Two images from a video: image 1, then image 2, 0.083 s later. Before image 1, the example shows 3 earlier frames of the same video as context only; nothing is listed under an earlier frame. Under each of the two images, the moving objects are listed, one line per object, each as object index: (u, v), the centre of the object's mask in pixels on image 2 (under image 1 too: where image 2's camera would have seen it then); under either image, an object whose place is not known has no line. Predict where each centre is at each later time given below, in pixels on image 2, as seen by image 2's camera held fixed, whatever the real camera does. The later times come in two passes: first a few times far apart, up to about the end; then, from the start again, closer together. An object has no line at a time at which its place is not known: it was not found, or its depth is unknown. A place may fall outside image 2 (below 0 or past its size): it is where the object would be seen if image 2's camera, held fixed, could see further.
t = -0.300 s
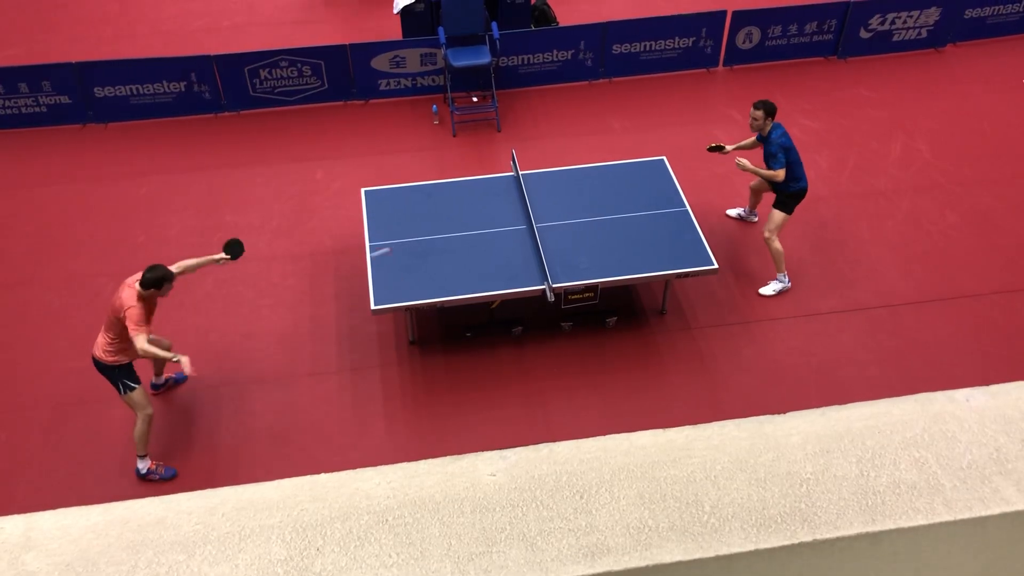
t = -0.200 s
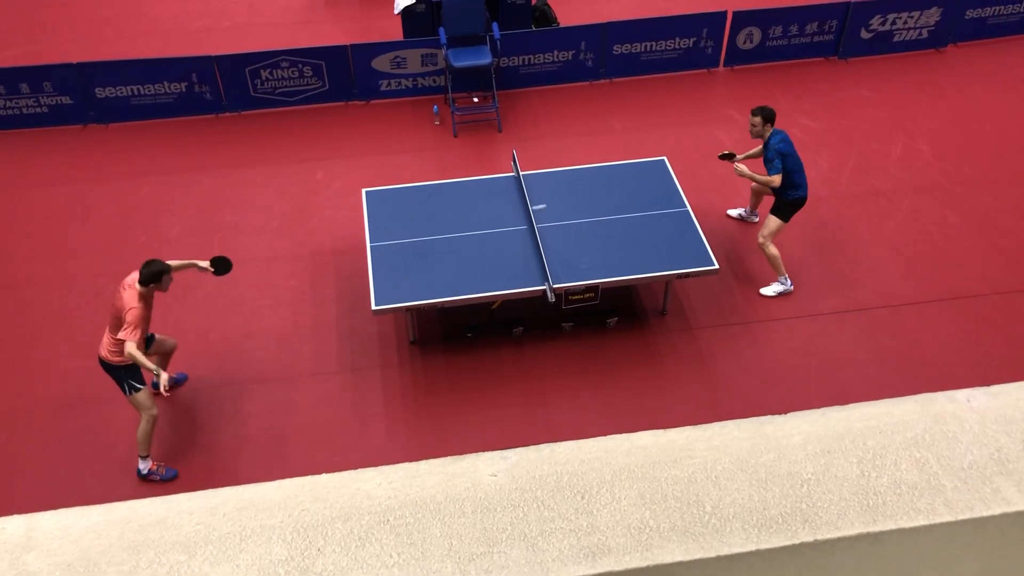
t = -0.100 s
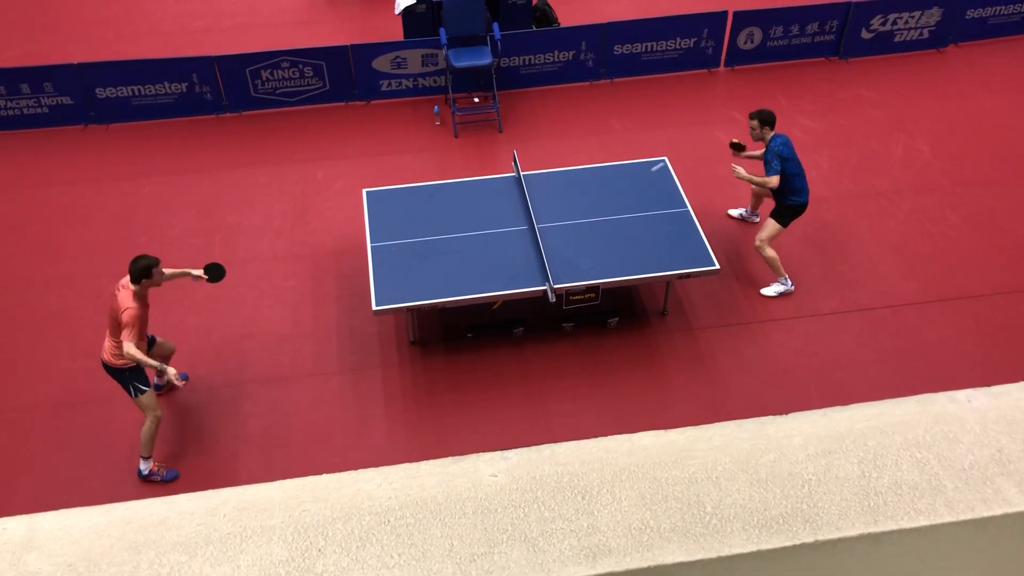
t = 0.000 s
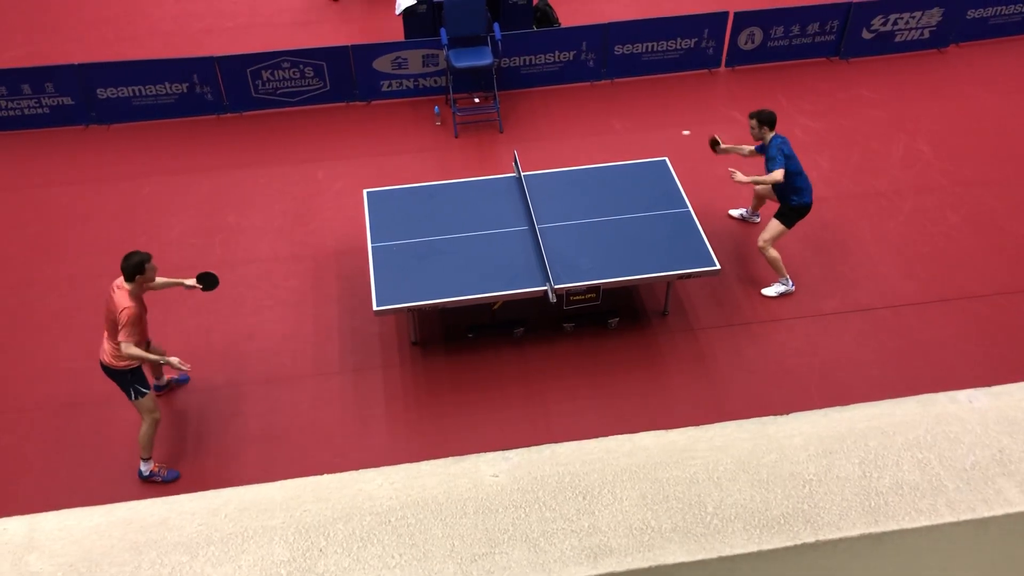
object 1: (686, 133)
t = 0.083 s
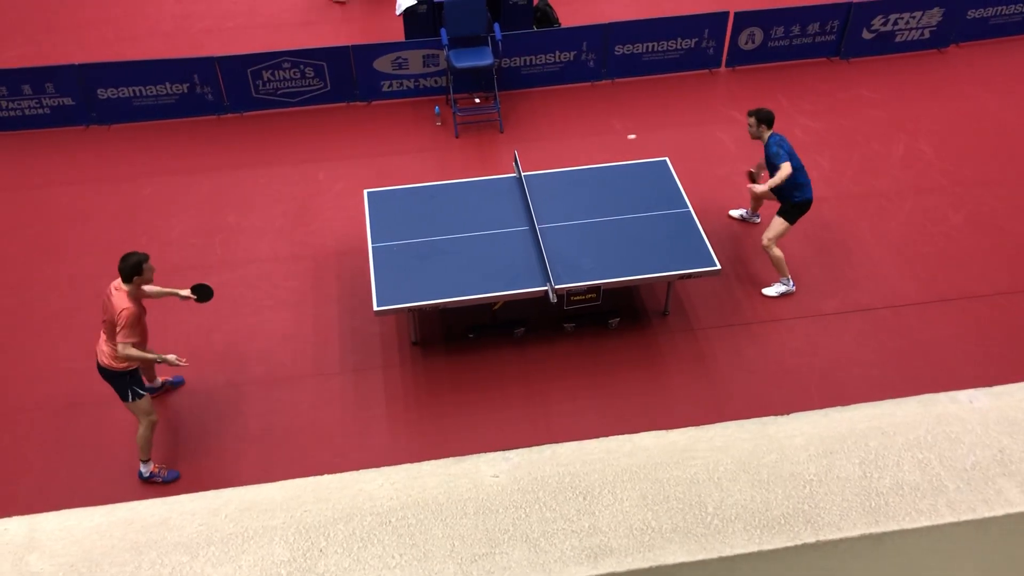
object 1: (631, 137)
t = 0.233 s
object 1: (540, 163)
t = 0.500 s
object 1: (414, 226)
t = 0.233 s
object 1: (540, 163)
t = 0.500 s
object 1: (414, 226)
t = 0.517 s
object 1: (408, 226)
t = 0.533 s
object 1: (402, 226)
